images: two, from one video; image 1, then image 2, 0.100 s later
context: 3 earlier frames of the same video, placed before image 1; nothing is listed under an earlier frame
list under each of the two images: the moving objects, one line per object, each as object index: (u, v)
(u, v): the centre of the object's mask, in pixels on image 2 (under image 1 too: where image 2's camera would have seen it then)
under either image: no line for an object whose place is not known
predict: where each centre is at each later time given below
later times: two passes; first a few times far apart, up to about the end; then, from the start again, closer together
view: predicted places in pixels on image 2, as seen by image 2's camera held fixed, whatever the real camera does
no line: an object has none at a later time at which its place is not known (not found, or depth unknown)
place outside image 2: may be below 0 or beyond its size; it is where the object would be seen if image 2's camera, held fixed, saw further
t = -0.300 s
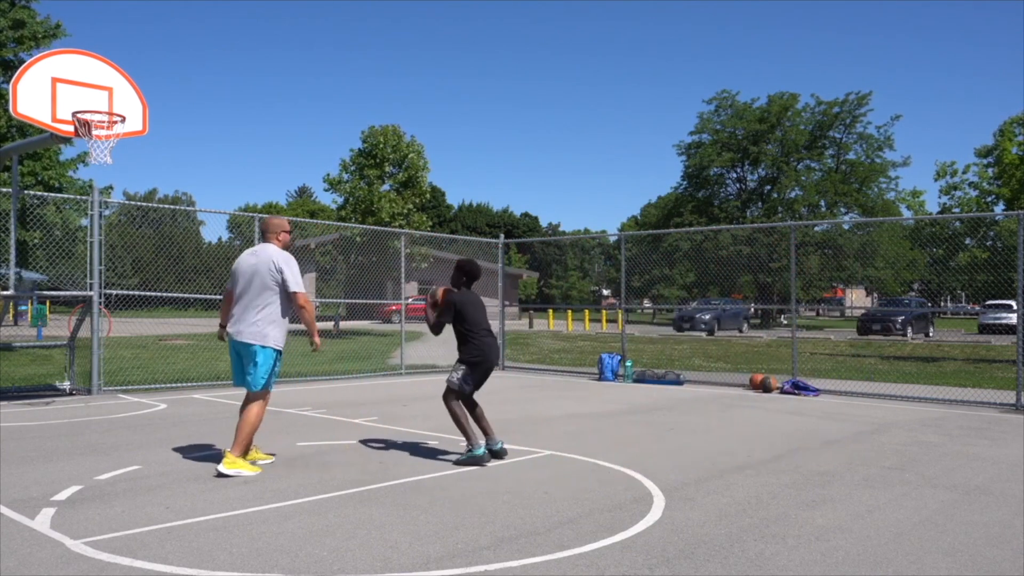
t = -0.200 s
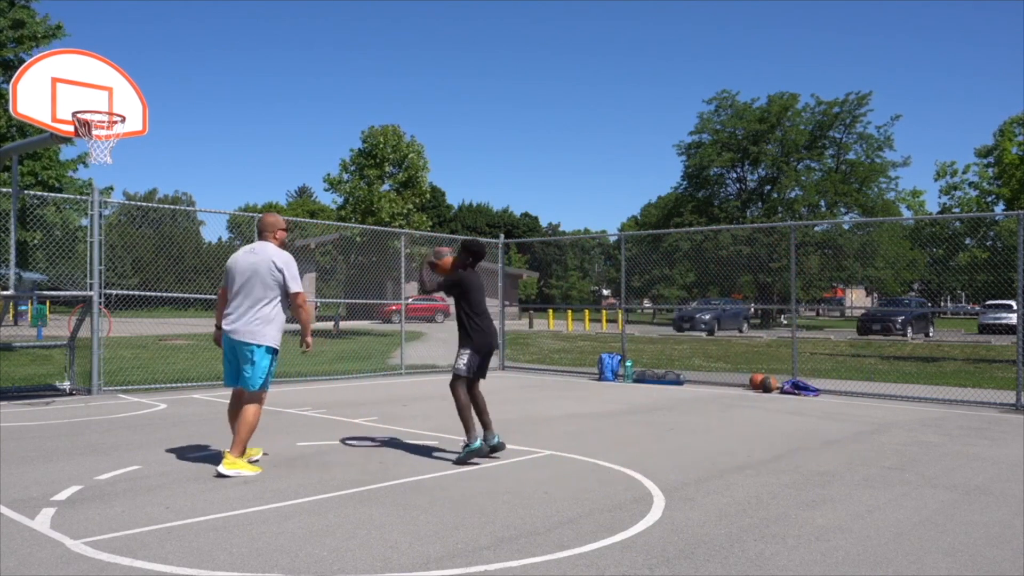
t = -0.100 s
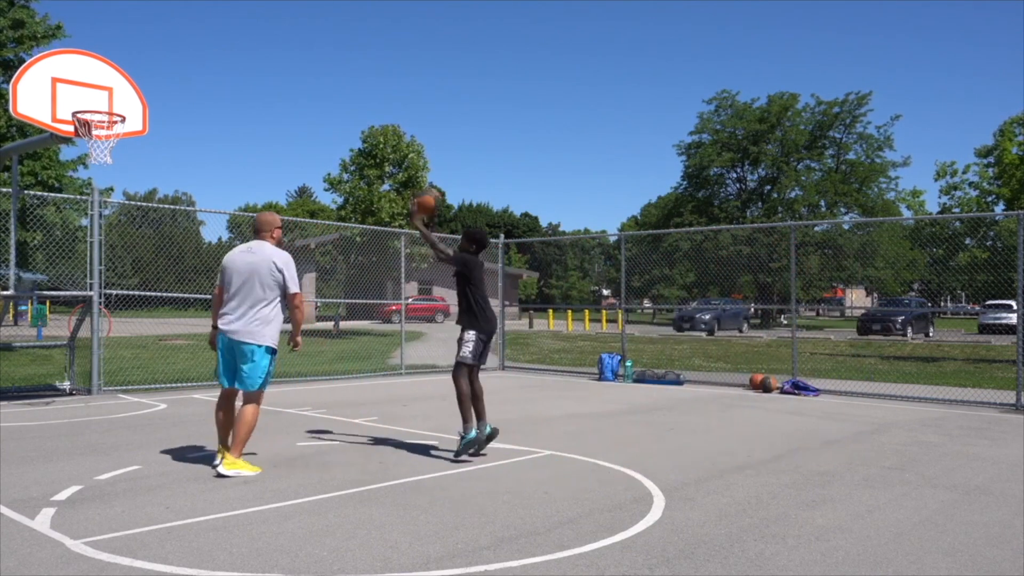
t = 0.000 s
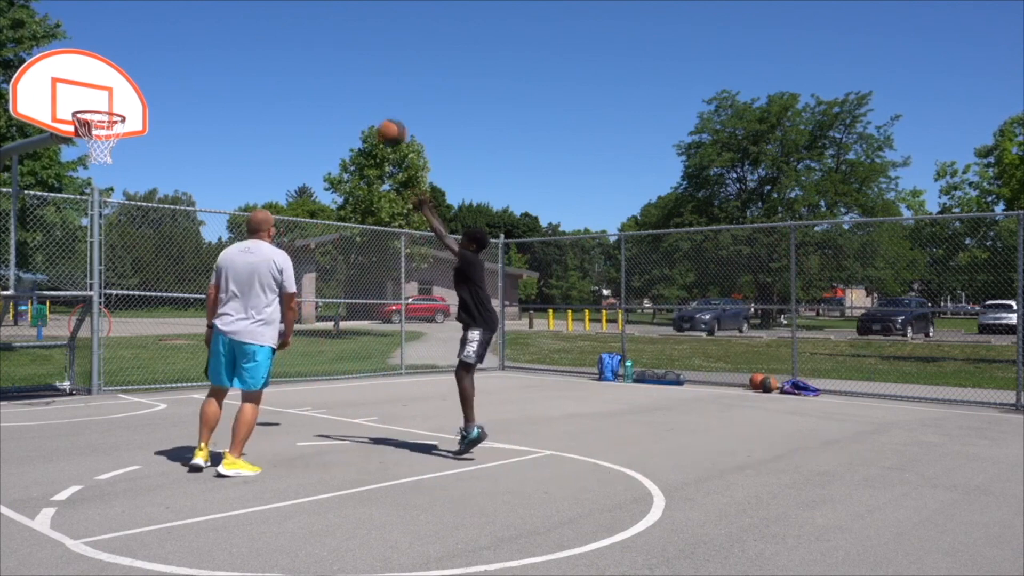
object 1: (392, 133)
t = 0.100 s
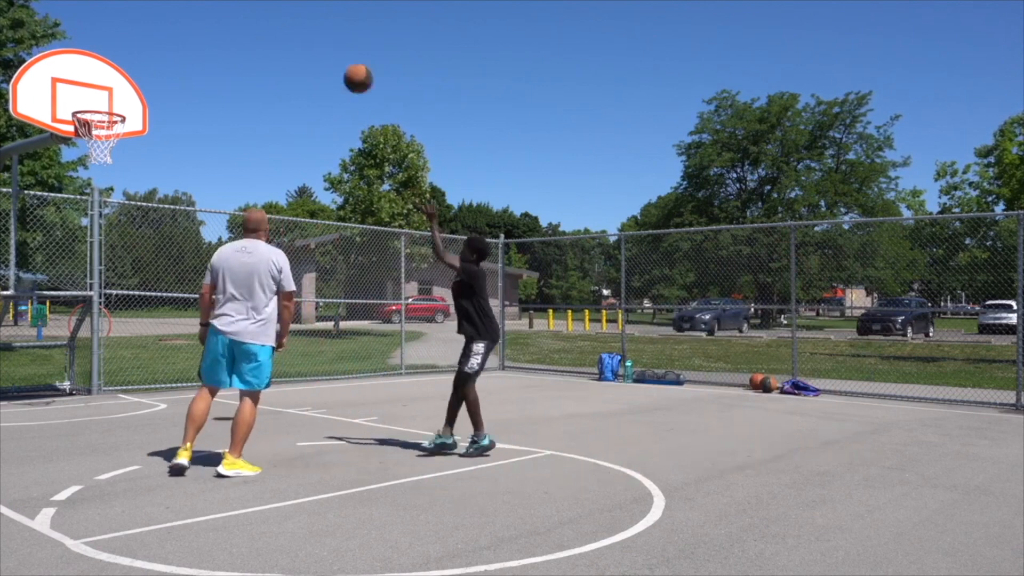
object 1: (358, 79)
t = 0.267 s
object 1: (306, 18)
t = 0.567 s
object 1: (219, 2)
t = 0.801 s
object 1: (158, 35)
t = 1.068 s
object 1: (122, 76)
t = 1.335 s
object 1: (146, 35)
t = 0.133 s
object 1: (347, 64)
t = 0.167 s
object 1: (337, 50)
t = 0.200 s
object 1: (326, 38)
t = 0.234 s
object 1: (316, 27)
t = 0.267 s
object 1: (306, 18)
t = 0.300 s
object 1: (295, 11)
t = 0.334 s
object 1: (286, 7)
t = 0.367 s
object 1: (276, 5)
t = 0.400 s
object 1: (267, 3)
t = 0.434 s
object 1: (257, 2)
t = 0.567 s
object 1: (219, 2)
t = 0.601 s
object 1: (210, 3)
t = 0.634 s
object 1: (201, 5)
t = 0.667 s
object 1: (192, 7)
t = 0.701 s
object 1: (183, 11)
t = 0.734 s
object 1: (174, 16)
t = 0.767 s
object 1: (166, 25)
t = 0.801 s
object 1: (158, 35)
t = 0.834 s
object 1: (149, 46)
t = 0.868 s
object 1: (141, 58)
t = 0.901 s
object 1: (133, 70)
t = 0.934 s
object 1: (124, 84)
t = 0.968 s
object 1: (116, 99)
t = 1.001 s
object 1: (116, 97)
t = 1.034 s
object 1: (119, 86)
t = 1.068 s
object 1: (122, 76)
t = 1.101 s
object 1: (125, 67)
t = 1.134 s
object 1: (128, 59)
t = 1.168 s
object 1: (131, 52)
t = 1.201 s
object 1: (134, 47)
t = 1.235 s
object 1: (137, 42)
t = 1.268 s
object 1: (139, 38)
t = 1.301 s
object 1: (143, 36)
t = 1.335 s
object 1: (146, 35)
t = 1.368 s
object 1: (148, 34)
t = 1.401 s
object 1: (151, 35)
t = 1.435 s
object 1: (155, 37)
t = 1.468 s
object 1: (158, 40)
